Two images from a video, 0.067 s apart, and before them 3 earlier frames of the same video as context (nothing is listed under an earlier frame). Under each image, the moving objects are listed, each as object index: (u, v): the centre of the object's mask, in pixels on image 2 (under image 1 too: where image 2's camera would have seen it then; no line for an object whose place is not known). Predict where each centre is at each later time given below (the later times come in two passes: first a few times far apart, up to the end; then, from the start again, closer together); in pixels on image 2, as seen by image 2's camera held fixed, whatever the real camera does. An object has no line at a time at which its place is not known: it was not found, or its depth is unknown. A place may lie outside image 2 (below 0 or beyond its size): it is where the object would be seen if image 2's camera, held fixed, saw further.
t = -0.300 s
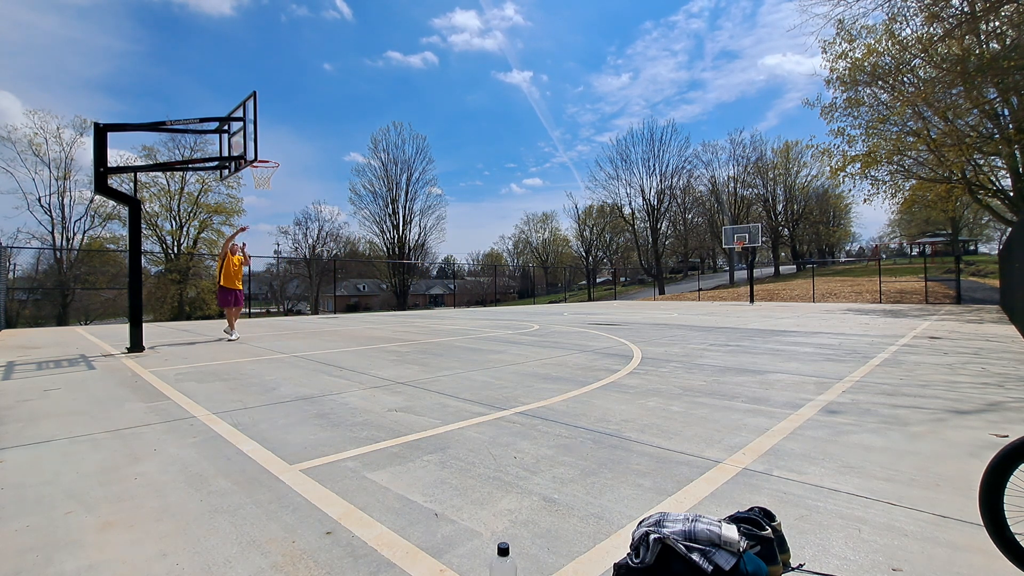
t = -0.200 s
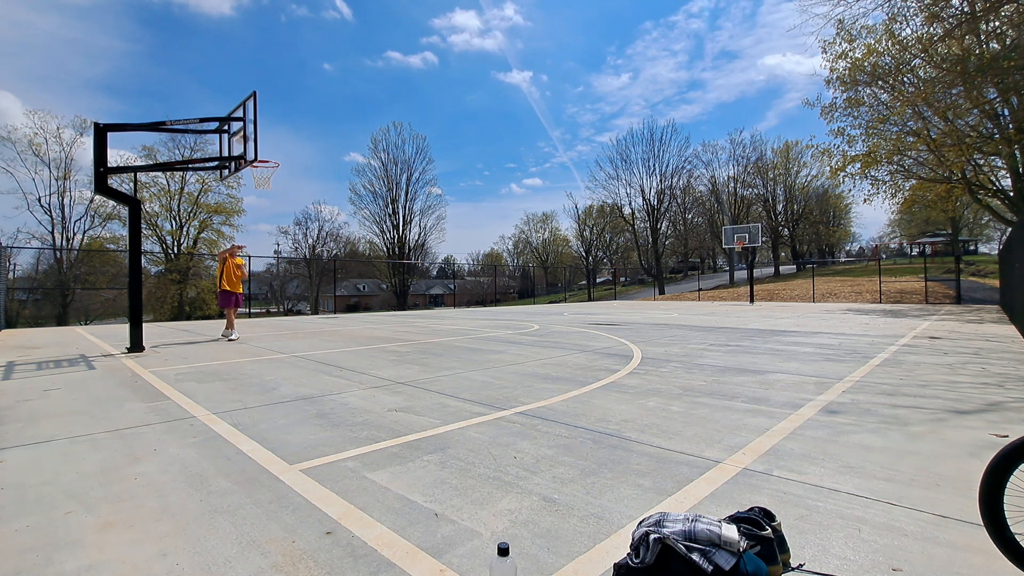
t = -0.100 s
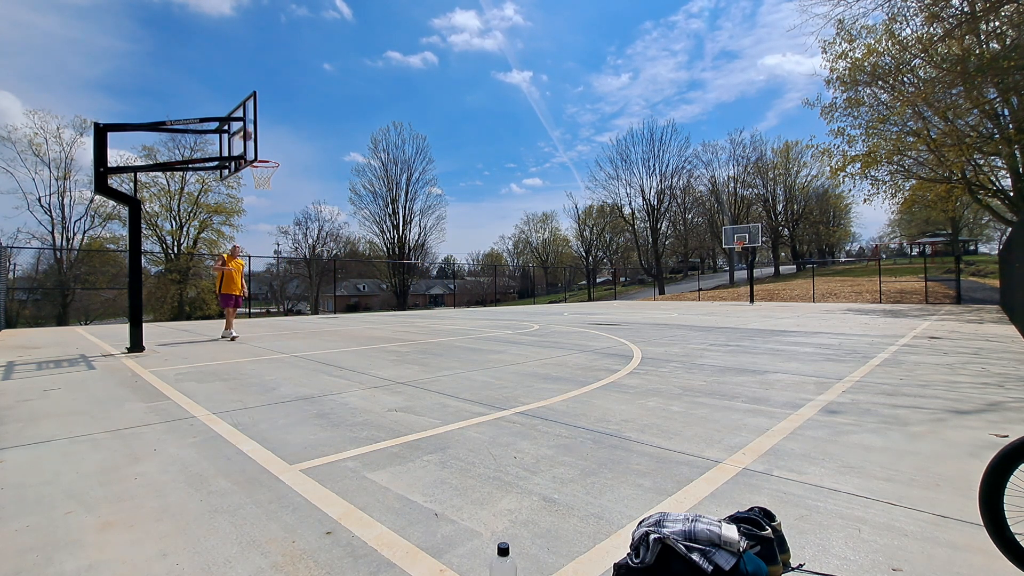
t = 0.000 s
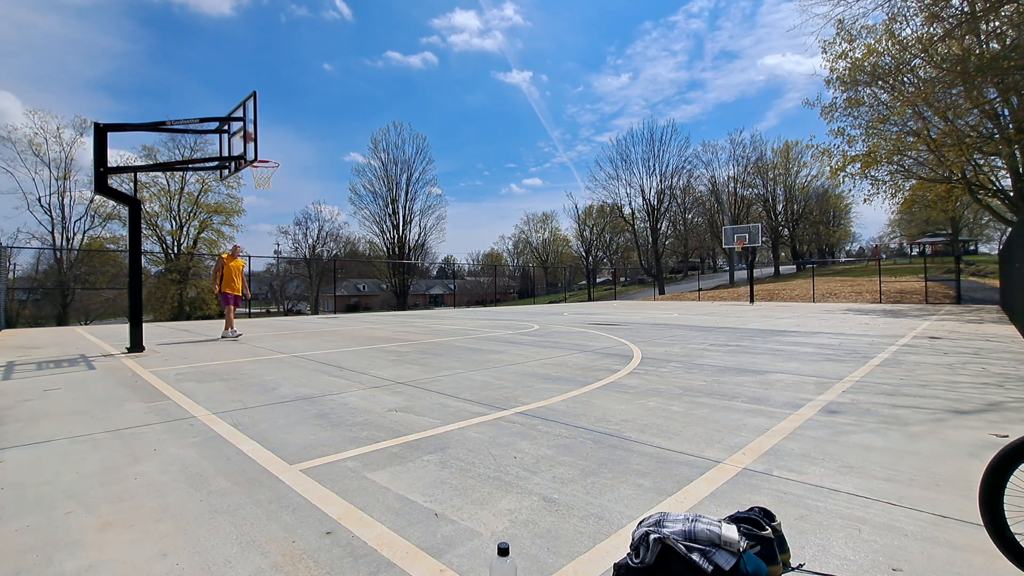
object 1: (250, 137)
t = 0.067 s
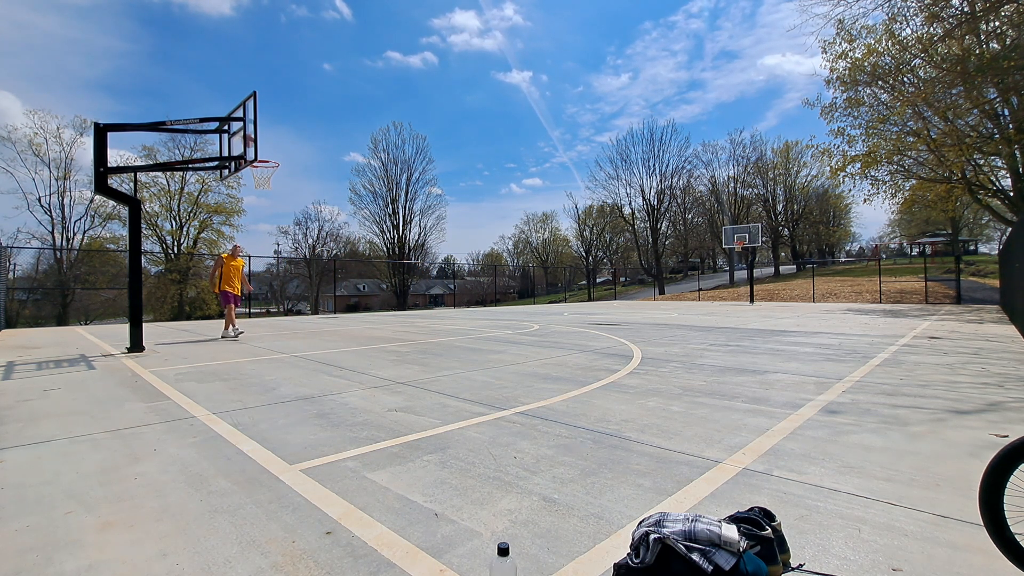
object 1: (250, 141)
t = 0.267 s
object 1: (261, 153)
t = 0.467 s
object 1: (274, 151)
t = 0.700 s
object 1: (294, 164)
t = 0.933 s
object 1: (315, 200)
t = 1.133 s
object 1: (332, 256)
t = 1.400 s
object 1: (355, 316)
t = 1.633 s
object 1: (375, 257)
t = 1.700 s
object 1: (381, 246)
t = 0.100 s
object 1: (250, 144)
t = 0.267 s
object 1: (261, 153)
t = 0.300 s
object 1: (263, 151)
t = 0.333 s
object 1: (264, 150)
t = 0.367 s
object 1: (266, 149)
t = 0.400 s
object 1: (269, 149)
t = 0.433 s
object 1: (271, 150)
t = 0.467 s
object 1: (274, 151)
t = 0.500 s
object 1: (277, 153)
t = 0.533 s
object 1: (279, 155)
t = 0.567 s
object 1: (282, 157)
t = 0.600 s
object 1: (285, 158)
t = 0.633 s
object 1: (288, 159)
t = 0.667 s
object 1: (291, 161)
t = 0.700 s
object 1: (294, 164)
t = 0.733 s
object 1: (297, 167)
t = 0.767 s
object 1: (300, 171)
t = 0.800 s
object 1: (303, 176)
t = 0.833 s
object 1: (306, 181)
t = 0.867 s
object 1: (309, 187)
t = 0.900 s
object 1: (312, 193)
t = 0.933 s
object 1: (315, 200)
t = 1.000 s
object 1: (320, 216)
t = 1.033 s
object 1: (323, 226)
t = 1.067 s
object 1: (326, 235)
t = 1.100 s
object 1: (329, 245)
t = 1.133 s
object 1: (332, 256)
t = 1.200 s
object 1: (338, 279)
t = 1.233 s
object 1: (341, 292)
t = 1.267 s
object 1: (344, 306)
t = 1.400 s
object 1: (355, 316)
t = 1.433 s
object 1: (358, 305)
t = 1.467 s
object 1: (361, 296)
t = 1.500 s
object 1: (364, 287)
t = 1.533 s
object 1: (366, 278)
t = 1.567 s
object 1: (369, 271)
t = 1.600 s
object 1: (372, 263)
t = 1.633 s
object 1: (375, 257)
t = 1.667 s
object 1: (378, 251)
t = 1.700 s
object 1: (381, 246)
